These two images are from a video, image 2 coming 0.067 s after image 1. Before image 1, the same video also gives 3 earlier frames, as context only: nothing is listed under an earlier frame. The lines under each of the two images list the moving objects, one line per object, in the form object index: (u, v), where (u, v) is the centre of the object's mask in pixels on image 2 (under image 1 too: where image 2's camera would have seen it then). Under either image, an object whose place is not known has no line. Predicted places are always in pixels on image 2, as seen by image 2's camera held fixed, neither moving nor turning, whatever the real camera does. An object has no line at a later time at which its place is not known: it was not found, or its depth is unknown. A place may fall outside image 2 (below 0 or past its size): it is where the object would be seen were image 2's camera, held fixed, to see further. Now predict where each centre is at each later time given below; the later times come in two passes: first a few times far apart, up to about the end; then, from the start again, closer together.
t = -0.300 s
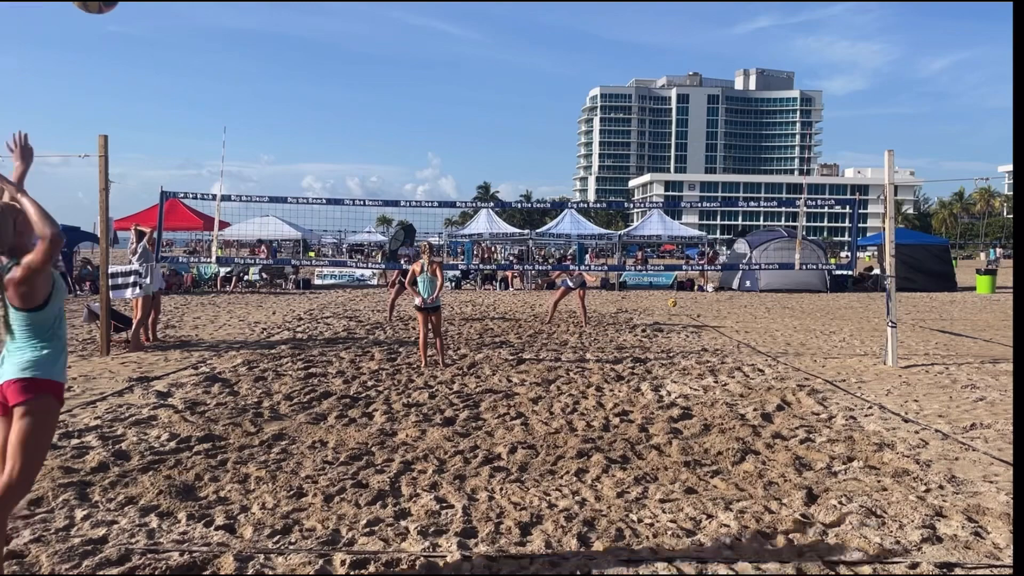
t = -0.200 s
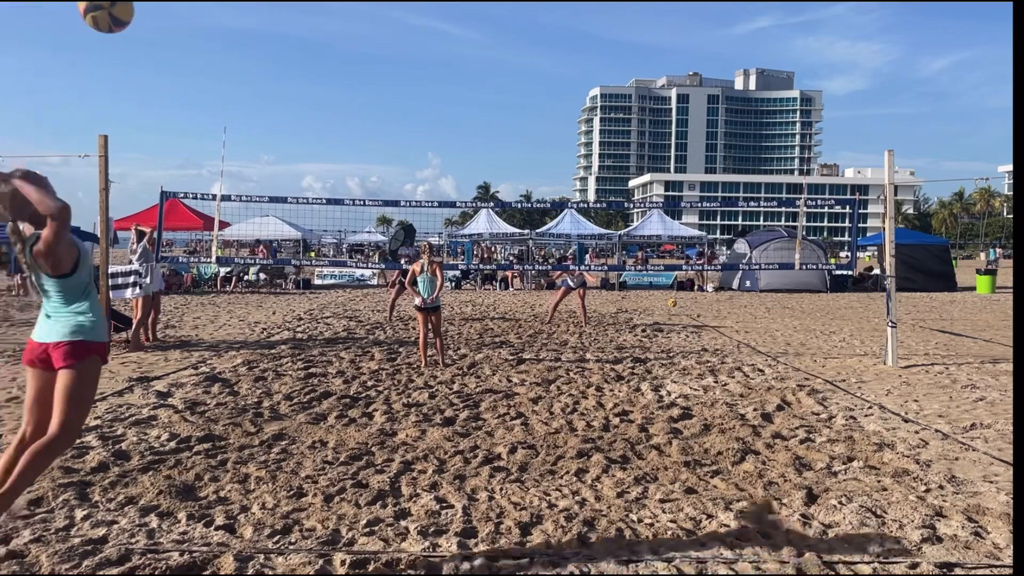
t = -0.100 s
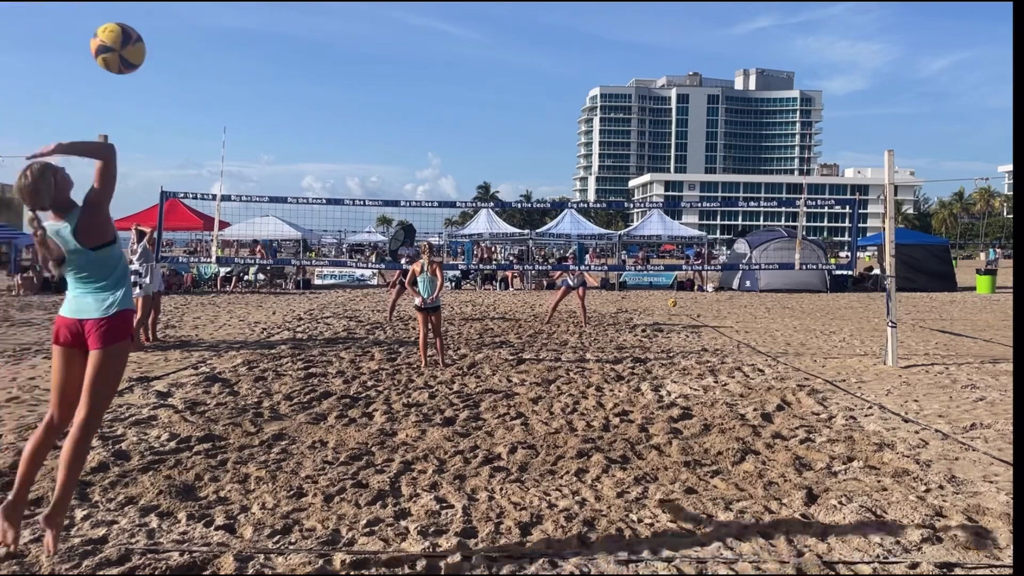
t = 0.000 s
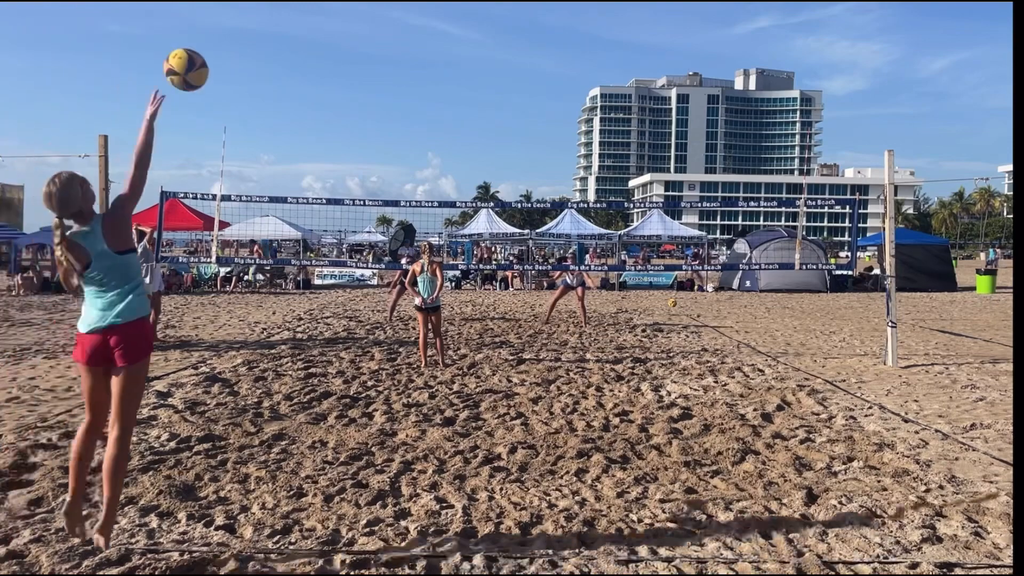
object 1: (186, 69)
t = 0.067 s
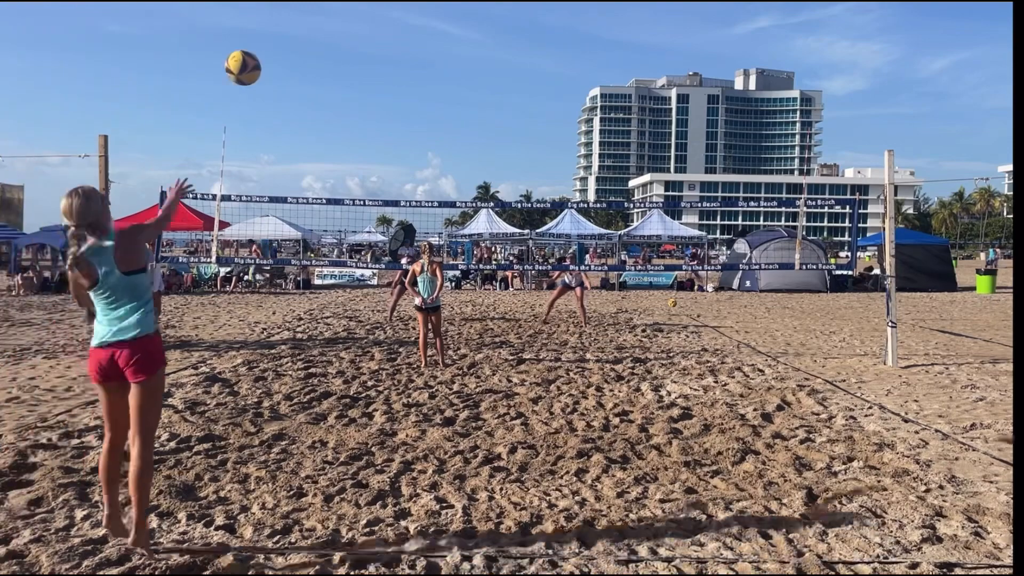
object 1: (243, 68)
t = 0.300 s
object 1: (345, 98)
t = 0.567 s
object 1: (390, 162)
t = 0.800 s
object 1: (403, 224)
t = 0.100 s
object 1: (265, 69)
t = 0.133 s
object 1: (283, 72)
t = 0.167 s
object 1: (299, 75)
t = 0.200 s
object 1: (313, 80)
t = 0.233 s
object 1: (325, 85)
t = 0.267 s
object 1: (335, 91)
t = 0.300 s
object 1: (345, 98)
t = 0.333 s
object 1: (353, 105)
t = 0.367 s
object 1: (361, 113)
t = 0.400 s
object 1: (367, 121)
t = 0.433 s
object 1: (373, 129)
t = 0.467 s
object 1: (378, 137)
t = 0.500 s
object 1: (383, 145)
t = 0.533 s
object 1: (386, 153)
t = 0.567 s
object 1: (390, 162)
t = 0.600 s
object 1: (393, 171)
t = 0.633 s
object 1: (395, 179)
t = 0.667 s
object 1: (397, 189)
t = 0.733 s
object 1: (400, 210)
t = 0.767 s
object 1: (402, 216)
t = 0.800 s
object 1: (403, 224)
